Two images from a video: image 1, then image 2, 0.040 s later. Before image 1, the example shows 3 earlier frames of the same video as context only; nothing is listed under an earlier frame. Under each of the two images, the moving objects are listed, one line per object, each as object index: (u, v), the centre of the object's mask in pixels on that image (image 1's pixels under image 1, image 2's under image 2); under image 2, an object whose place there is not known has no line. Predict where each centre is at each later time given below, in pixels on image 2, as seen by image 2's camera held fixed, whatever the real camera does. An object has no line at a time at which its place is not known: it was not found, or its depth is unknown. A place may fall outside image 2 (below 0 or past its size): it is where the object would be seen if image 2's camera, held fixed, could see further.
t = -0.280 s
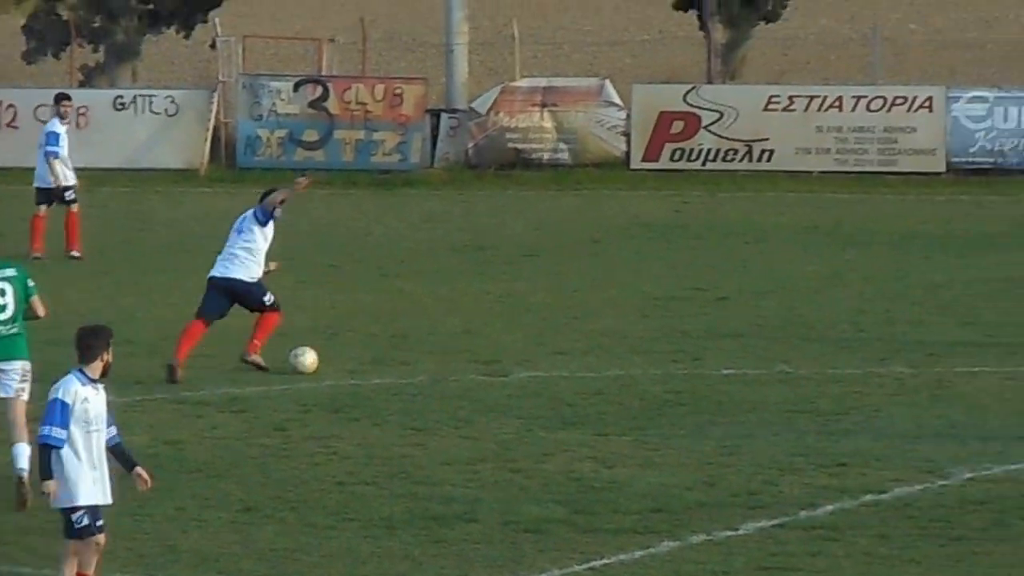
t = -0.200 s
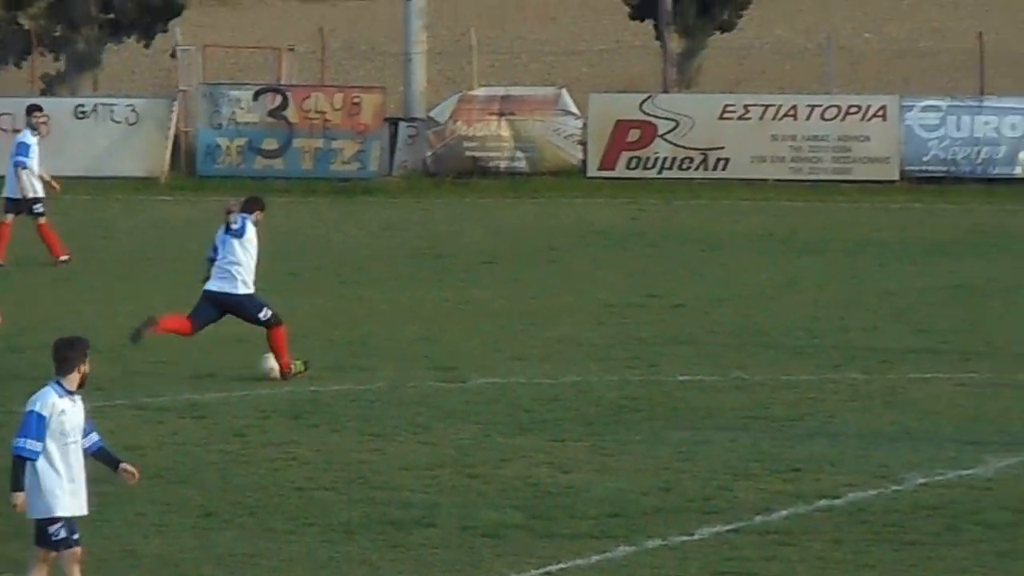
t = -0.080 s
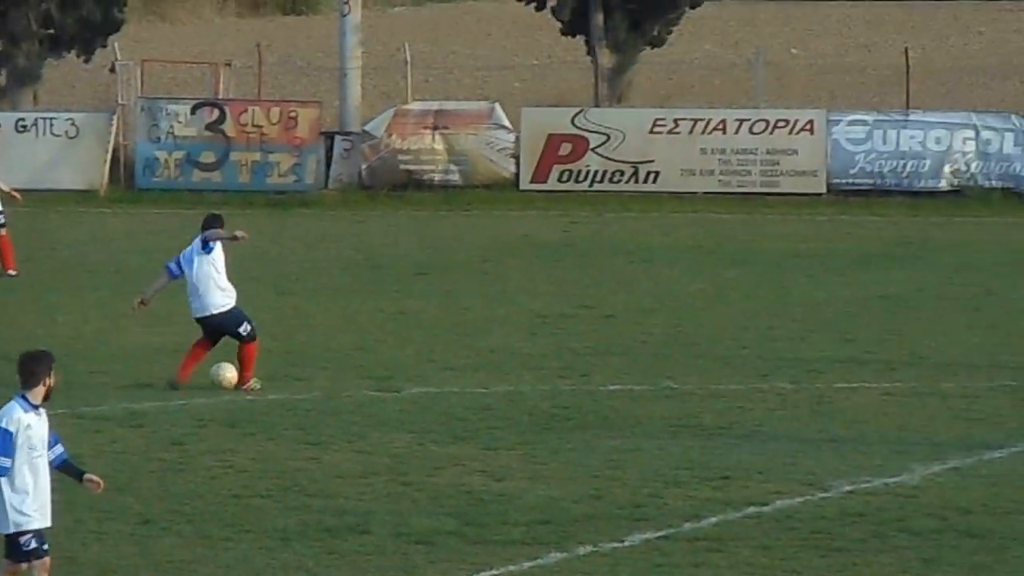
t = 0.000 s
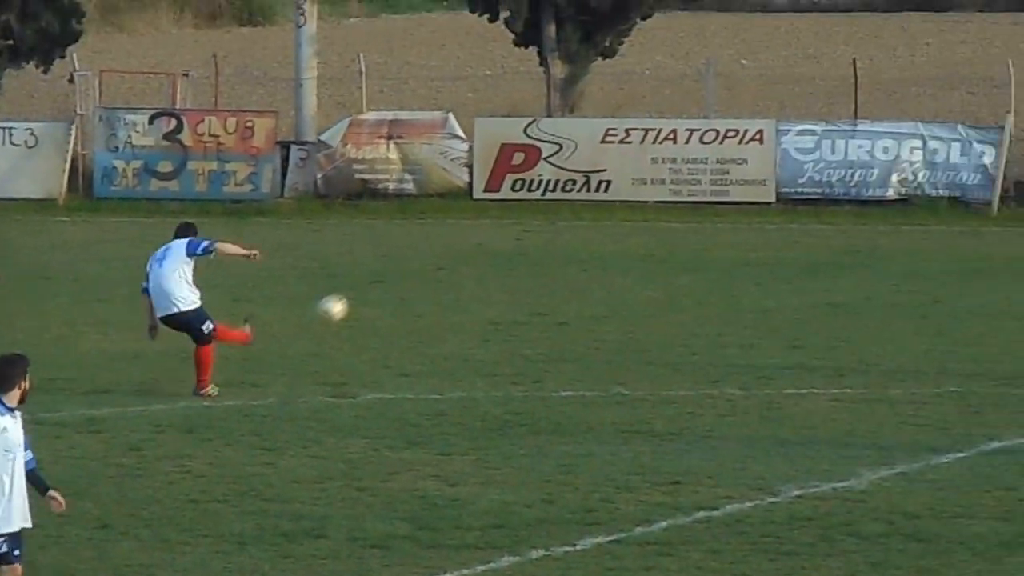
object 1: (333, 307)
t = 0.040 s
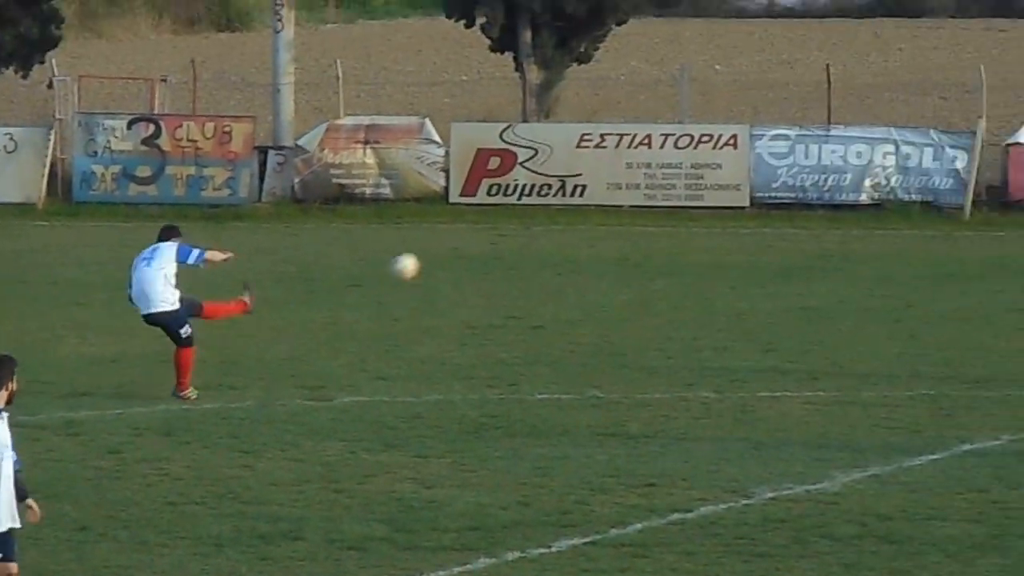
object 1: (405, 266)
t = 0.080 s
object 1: (499, 223)
